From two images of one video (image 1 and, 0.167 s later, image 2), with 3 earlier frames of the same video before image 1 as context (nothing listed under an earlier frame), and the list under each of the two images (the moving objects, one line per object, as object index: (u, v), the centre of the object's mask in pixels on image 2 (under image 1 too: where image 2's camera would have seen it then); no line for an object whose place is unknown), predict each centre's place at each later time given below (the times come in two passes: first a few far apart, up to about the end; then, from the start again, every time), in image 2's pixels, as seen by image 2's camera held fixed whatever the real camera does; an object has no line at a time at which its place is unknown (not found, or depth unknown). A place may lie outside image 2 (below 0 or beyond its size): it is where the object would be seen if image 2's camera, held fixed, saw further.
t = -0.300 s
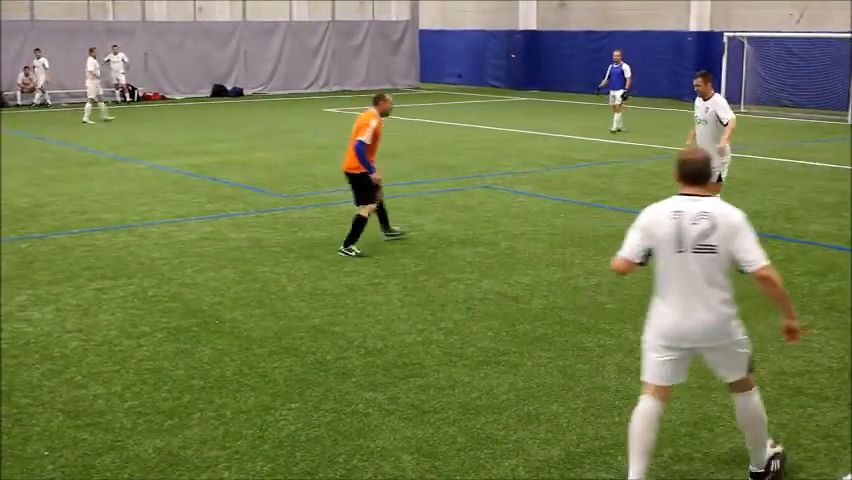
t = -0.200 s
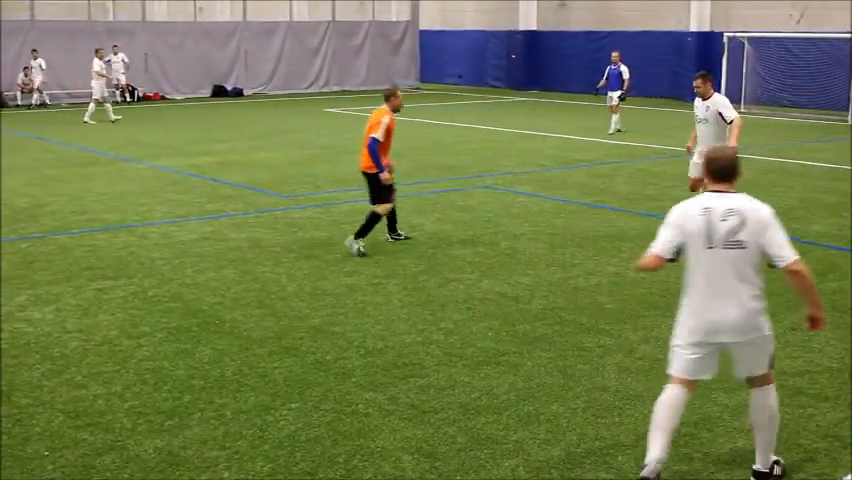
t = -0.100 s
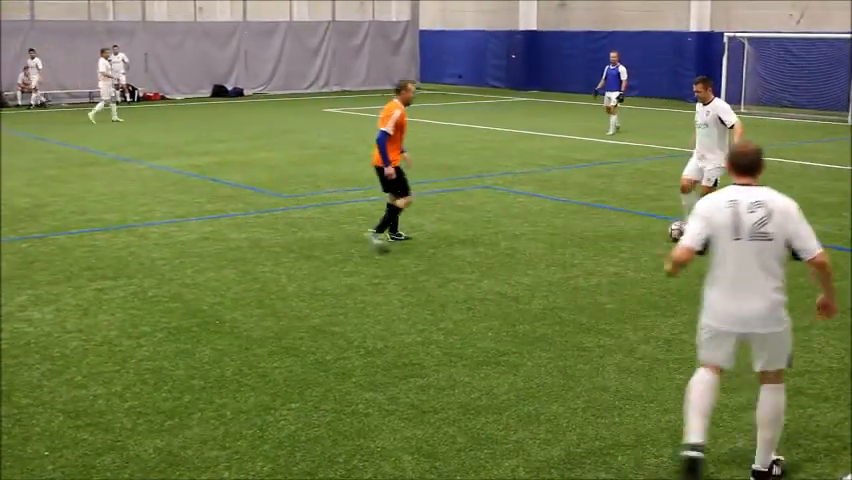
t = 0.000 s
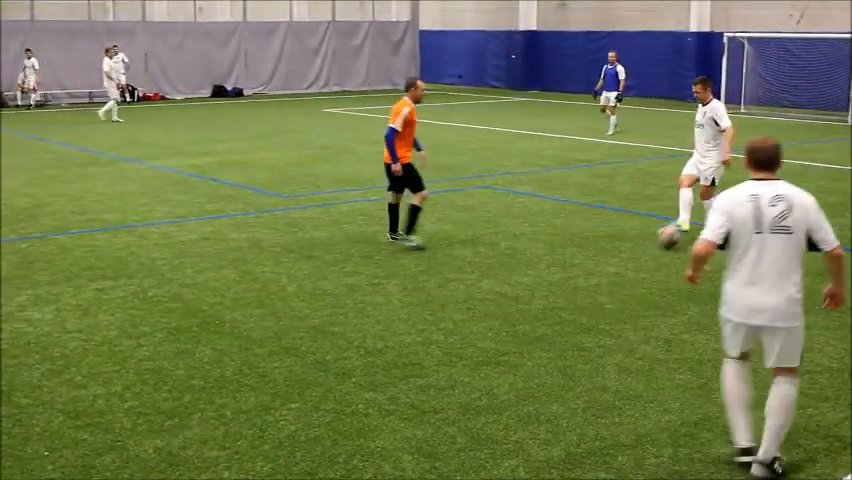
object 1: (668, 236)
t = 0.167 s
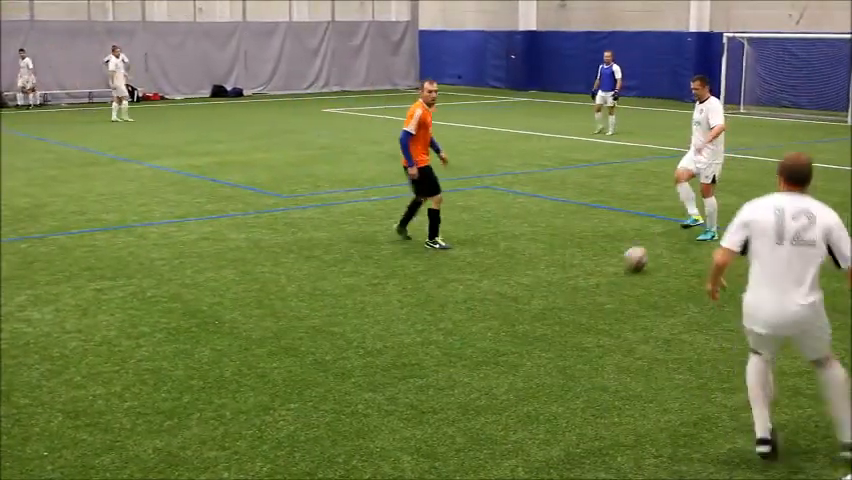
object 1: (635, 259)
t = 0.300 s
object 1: (608, 278)
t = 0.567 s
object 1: (558, 314)
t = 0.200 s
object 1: (629, 264)
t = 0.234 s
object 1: (622, 270)
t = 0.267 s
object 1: (614, 277)
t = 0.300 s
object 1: (608, 278)
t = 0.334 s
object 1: (604, 279)
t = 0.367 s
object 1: (596, 283)
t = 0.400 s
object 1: (591, 288)
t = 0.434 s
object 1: (583, 295)
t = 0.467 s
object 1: (577, 303)
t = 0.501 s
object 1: (570, 308)
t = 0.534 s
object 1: (564, 310)
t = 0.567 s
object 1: (558, 314)
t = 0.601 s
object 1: (549, 321)
